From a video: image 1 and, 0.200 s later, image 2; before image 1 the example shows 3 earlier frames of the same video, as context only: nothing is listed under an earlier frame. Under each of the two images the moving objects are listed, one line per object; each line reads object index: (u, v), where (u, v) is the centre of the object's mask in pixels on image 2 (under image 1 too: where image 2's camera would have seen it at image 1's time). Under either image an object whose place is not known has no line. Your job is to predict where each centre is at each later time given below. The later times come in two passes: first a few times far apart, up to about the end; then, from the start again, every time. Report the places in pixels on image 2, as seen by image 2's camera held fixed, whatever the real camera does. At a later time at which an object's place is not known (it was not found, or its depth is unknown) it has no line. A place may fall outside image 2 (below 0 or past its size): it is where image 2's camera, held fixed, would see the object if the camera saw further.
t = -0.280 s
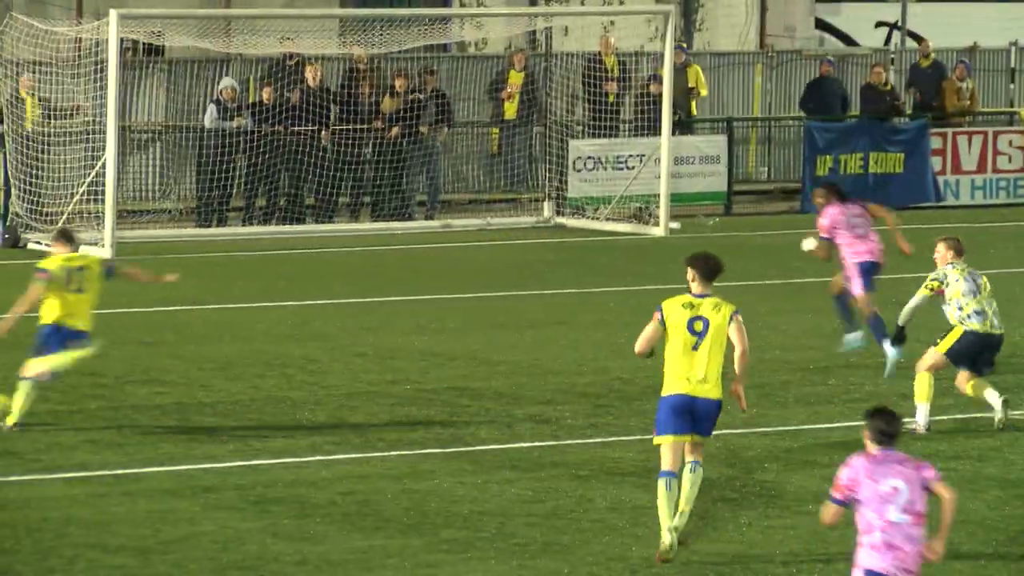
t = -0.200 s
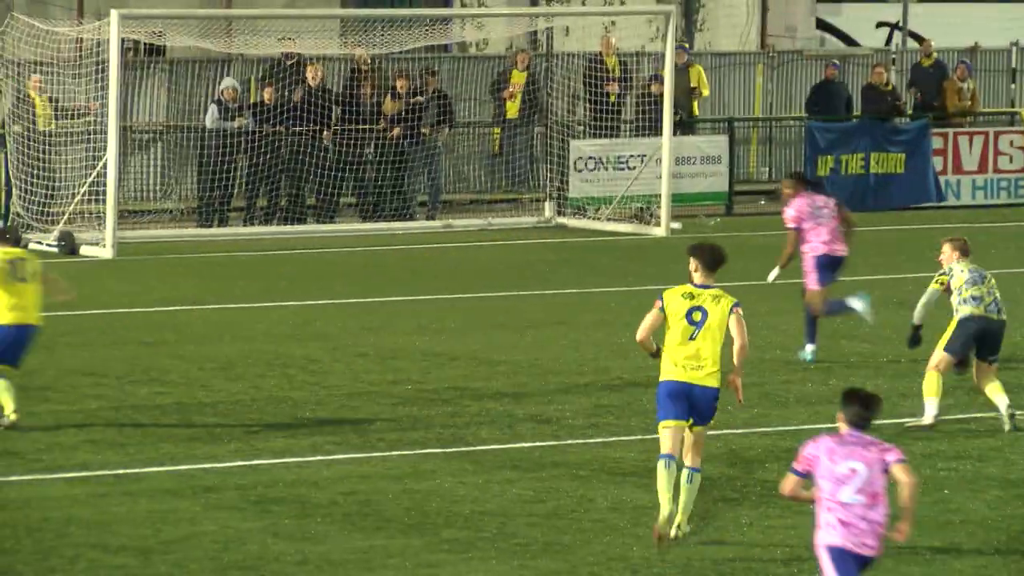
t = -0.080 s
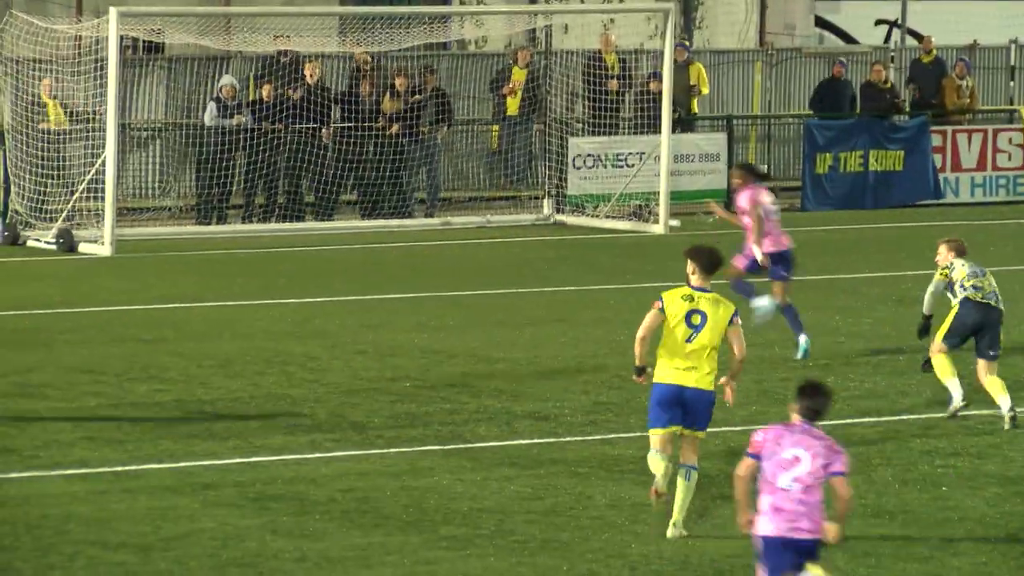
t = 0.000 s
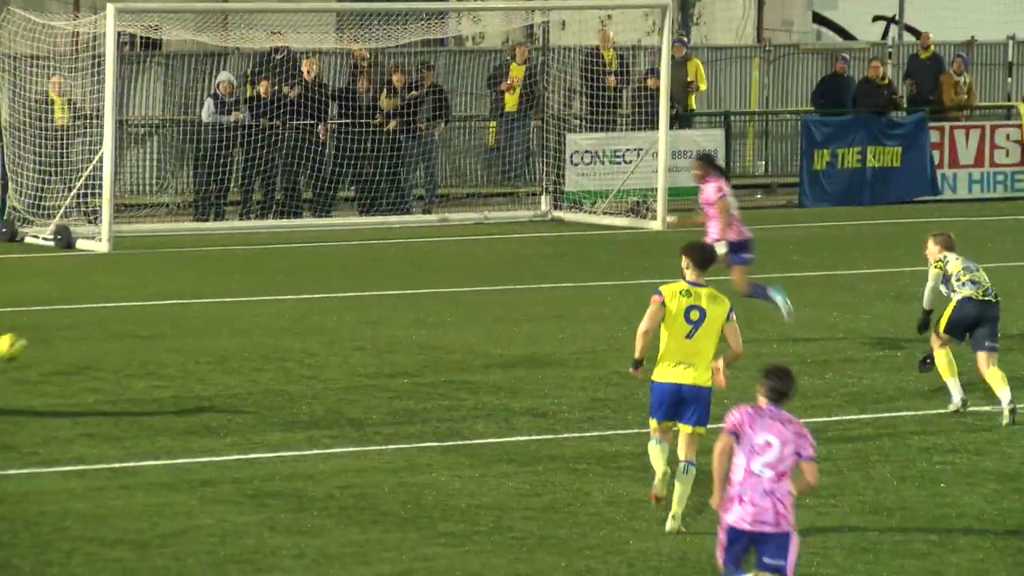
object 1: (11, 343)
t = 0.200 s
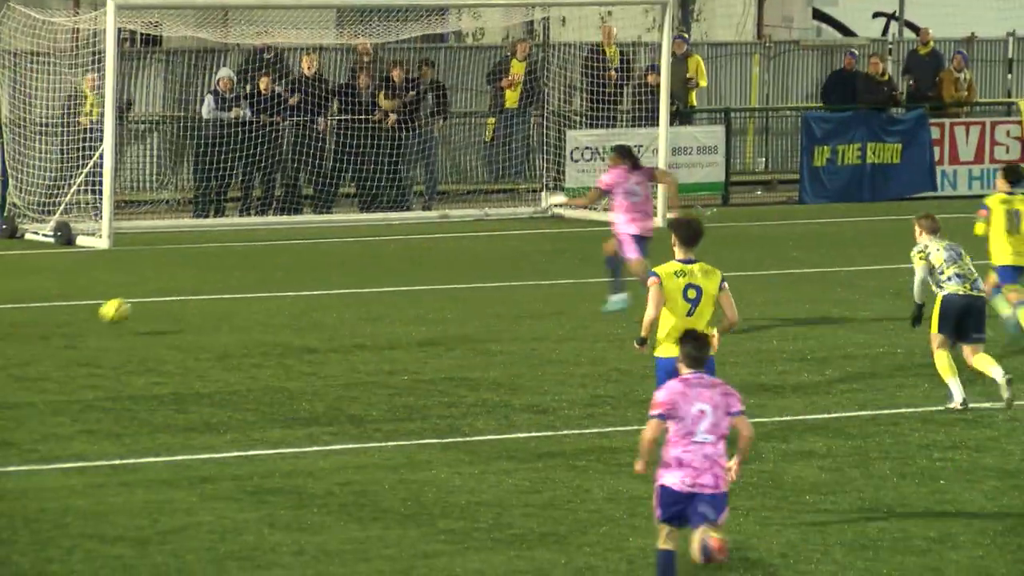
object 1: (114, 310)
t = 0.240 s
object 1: (133, 302)
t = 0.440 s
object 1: (229, 281)
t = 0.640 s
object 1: (312, 264)
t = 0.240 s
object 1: (133, 302)
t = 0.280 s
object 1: (153, 297)
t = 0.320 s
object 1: (173, 295)
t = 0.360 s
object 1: (191, 293)
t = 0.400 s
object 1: (211, 292)
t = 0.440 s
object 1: (229, 281)
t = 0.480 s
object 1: (245, 272)
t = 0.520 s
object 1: (263, 268)
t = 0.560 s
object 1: (279, 265)
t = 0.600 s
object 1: (295, 263)
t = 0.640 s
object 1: (312, 264)
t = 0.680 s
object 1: (326, 260)
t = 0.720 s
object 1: (341, 253)
